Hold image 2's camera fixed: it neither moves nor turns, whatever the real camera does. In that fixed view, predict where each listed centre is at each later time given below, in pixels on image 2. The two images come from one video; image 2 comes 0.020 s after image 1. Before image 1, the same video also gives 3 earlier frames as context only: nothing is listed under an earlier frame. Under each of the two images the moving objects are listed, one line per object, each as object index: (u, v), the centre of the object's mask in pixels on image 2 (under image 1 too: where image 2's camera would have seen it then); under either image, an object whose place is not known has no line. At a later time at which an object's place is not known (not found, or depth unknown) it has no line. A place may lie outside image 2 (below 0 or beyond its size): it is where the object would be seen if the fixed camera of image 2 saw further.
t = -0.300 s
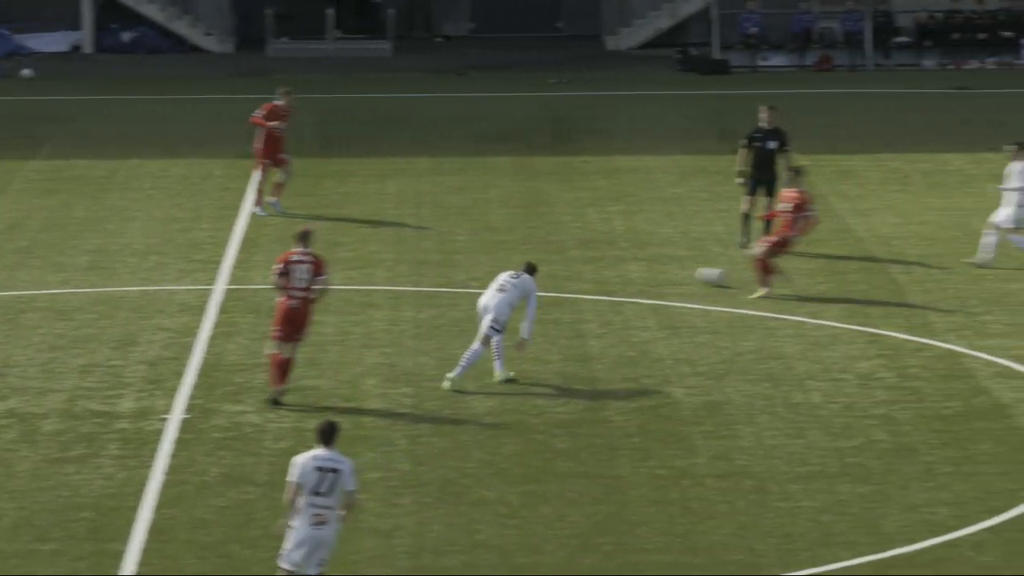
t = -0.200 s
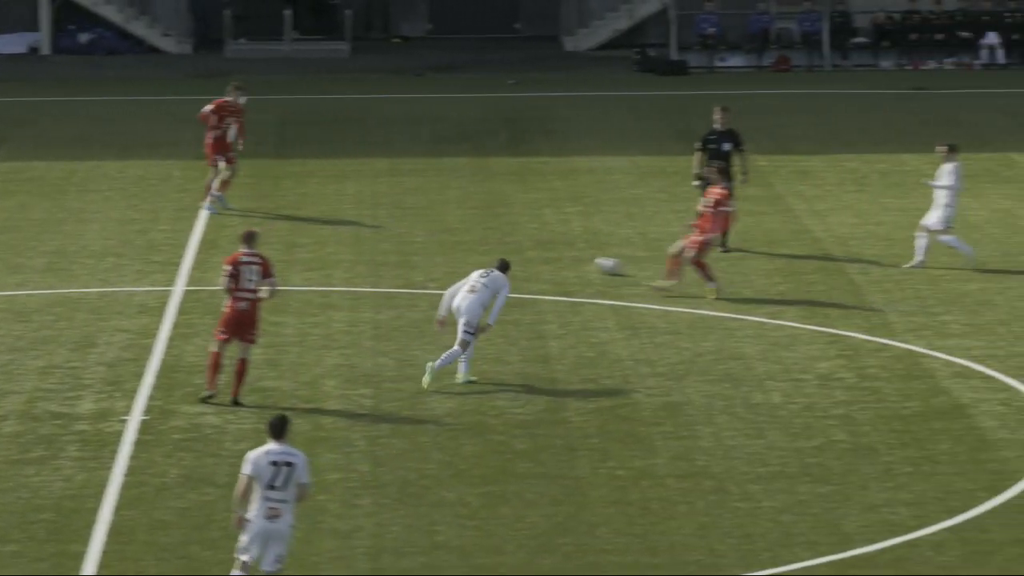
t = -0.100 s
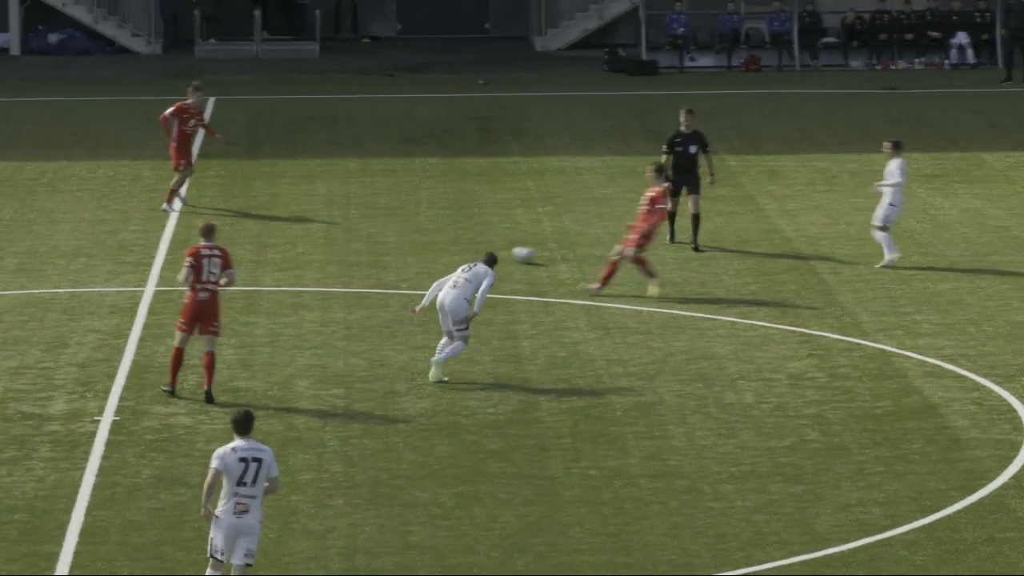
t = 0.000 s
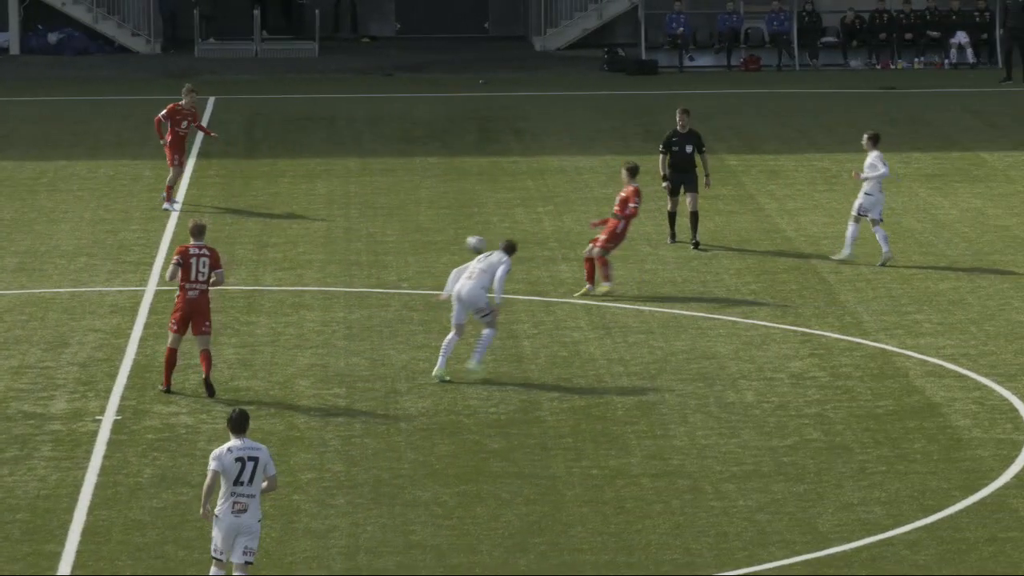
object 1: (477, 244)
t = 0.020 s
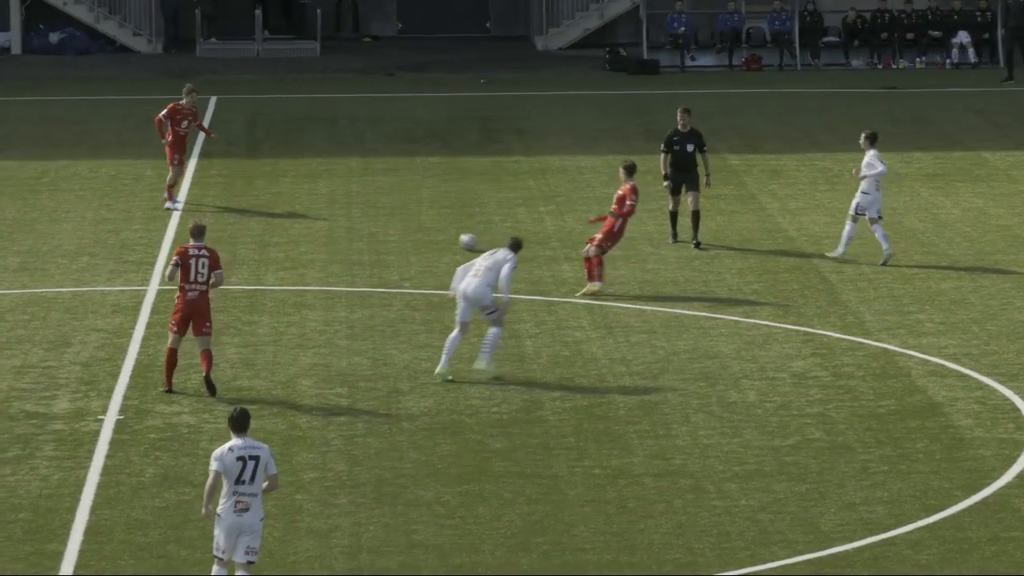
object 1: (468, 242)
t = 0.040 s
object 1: (460, 240)
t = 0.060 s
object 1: (452, 240)
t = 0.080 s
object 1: (444, 238)
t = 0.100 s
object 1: (437, 236)
